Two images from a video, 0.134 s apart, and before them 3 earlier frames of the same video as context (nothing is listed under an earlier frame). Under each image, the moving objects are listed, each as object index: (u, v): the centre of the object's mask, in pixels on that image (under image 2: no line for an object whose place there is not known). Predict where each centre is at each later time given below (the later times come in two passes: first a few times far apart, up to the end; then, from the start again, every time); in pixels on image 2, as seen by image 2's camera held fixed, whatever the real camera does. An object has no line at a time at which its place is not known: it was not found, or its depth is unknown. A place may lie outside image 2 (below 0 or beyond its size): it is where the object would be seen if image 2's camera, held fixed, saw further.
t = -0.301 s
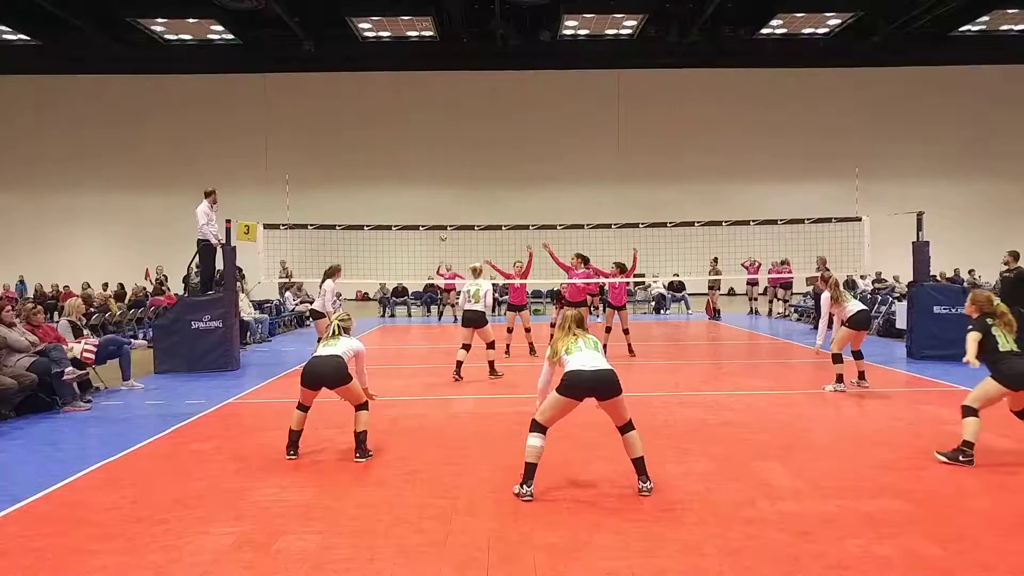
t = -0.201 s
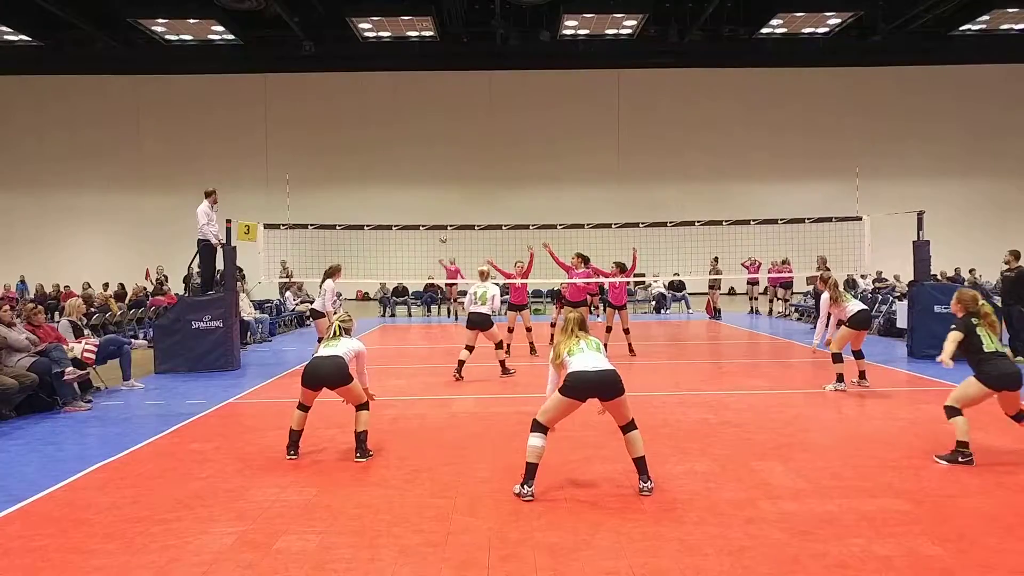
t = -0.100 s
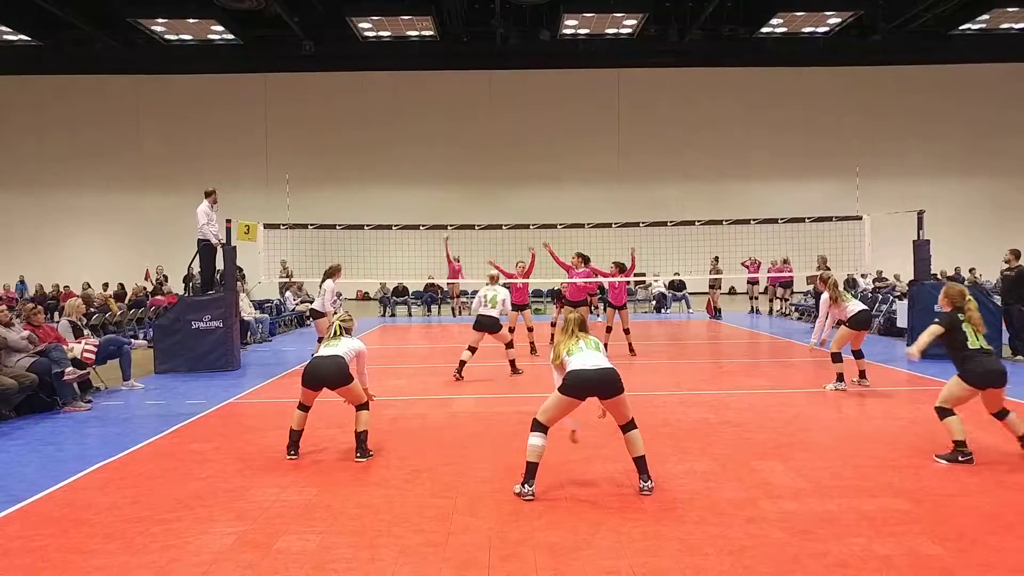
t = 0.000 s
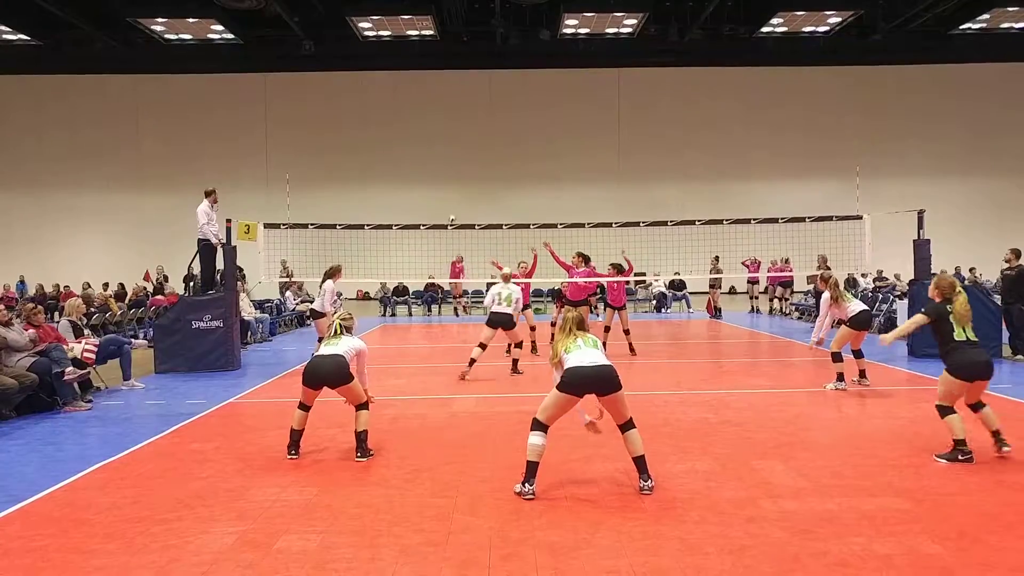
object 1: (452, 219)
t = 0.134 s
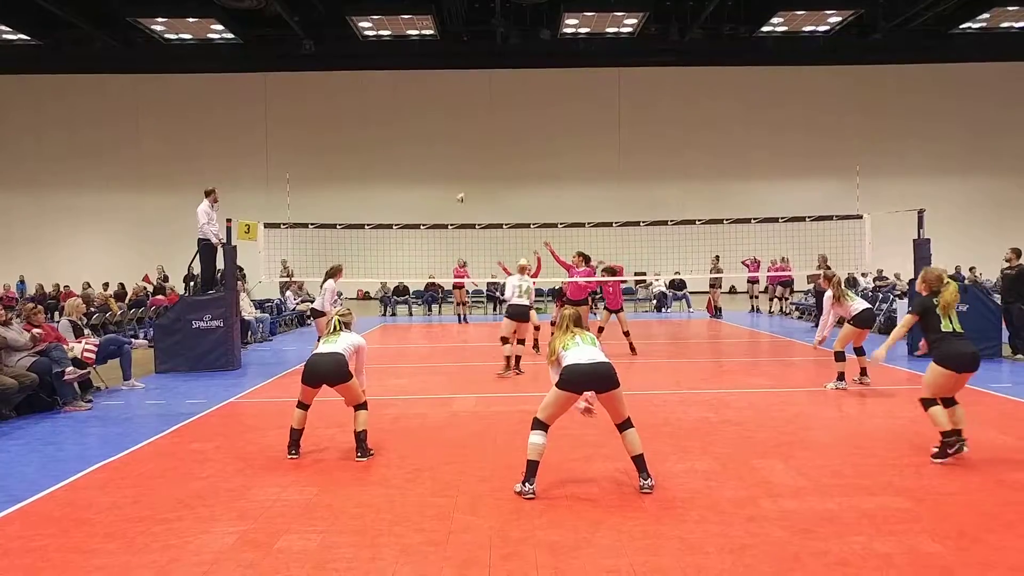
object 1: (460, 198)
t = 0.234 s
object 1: (468, 184)
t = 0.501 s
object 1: (496, 164)
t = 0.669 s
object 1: (524, 169)
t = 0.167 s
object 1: (463, 193)
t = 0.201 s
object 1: (465, 189)
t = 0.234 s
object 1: (468, 184)
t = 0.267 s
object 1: (470, 179)
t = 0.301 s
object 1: (472, 176)
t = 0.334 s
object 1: (477, 174)
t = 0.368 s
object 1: (480, 169)
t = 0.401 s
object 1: (483, 167)
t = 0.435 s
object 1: (488, 165)
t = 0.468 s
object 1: (490, 165)
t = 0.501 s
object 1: (496, 164)
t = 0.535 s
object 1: (500, 163)
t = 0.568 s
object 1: (505, 164)
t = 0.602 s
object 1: (511, 165)
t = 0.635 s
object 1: (517, 167)
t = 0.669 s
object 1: (524, 169)
